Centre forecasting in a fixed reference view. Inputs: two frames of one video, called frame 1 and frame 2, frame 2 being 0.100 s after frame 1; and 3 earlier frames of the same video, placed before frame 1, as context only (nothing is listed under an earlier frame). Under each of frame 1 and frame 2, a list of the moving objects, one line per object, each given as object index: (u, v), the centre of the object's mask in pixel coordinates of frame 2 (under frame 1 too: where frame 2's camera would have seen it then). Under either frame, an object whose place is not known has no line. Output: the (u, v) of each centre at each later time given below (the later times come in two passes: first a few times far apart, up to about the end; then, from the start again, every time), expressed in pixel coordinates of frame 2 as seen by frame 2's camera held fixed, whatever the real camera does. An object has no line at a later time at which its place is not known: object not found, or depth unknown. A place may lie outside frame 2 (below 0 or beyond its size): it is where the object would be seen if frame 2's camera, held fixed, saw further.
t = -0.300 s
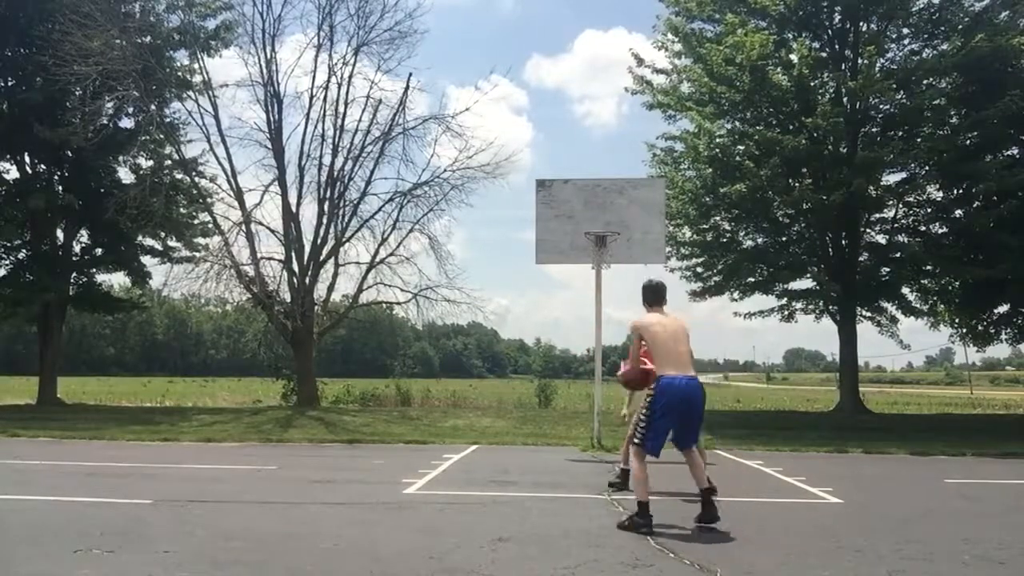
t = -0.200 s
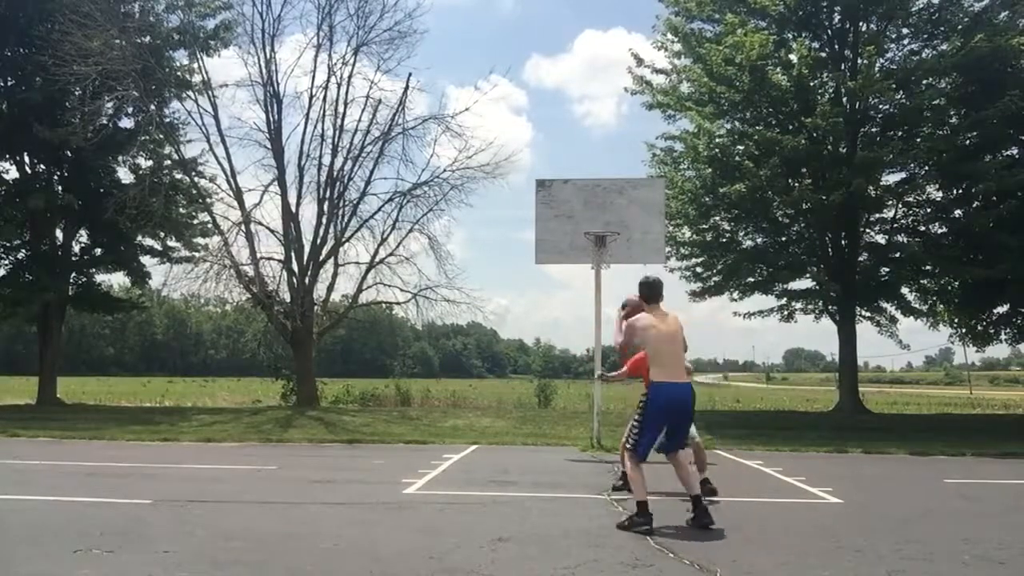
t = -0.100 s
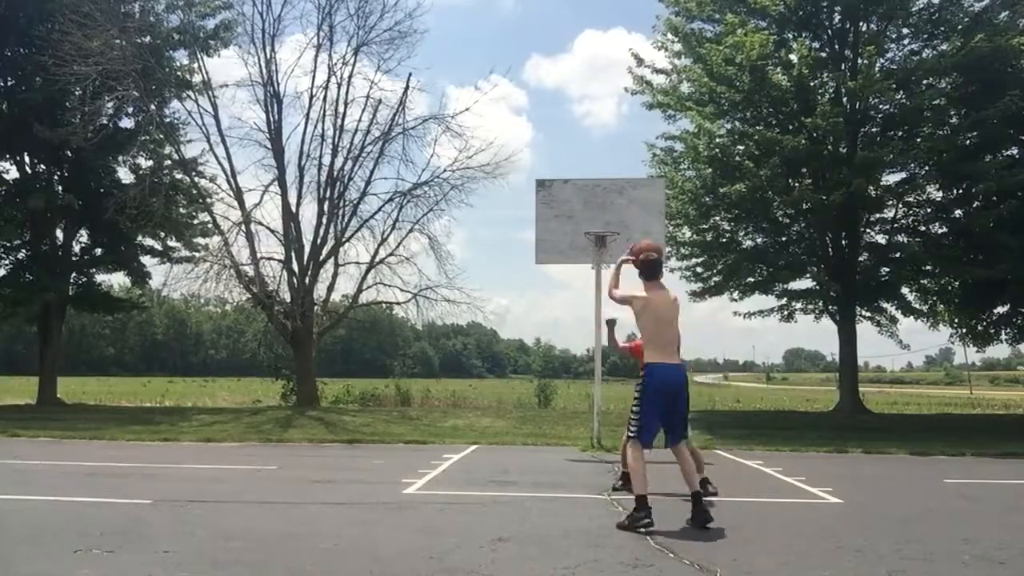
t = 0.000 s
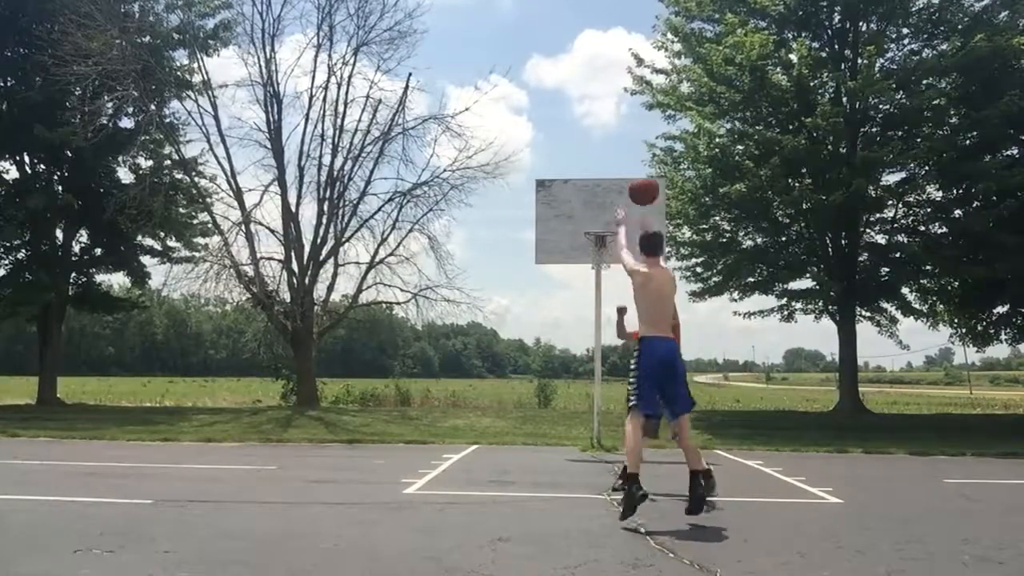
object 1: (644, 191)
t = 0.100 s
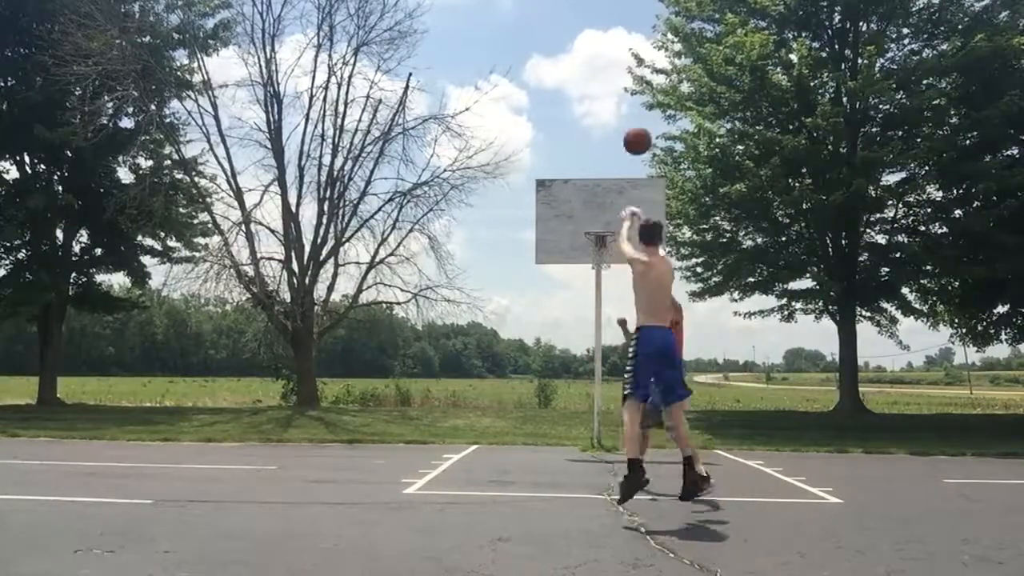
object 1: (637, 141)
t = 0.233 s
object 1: (630, 101)
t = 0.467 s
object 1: (620, 84)
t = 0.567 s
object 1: (617, 92)
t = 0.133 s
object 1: (635, 128)
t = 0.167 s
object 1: (634, 118)
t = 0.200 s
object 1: (632, 109)
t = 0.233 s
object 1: (630, 101)
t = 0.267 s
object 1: (628, 95)
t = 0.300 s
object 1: (628, 89)
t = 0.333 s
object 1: (626, 87)
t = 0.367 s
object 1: (625, 85)
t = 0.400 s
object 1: (623, 83)
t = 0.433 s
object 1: (622, 83)
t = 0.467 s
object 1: (620, 84)
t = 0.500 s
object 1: (619, 86)
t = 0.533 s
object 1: (618, 88)
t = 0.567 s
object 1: (617, 92)
